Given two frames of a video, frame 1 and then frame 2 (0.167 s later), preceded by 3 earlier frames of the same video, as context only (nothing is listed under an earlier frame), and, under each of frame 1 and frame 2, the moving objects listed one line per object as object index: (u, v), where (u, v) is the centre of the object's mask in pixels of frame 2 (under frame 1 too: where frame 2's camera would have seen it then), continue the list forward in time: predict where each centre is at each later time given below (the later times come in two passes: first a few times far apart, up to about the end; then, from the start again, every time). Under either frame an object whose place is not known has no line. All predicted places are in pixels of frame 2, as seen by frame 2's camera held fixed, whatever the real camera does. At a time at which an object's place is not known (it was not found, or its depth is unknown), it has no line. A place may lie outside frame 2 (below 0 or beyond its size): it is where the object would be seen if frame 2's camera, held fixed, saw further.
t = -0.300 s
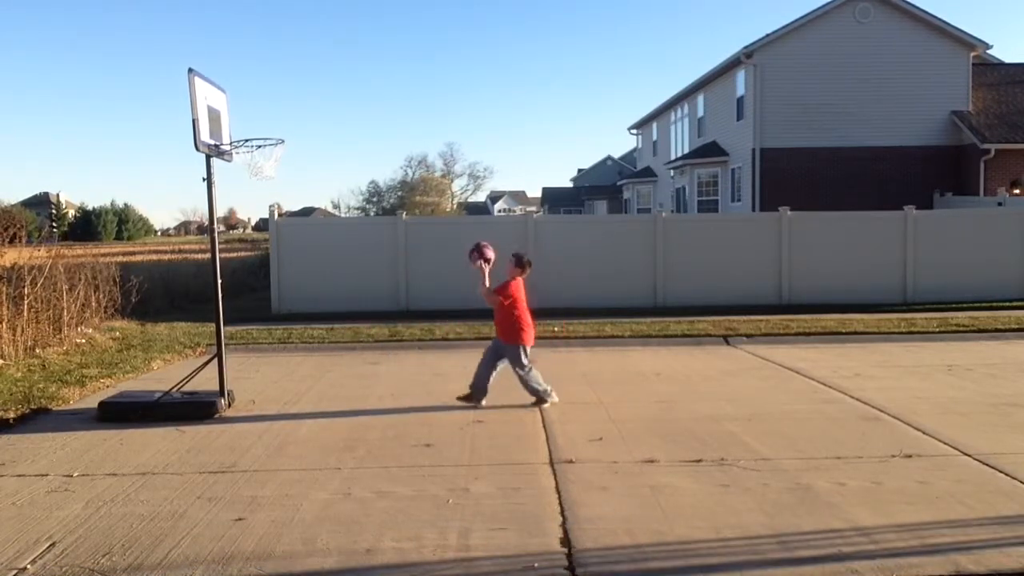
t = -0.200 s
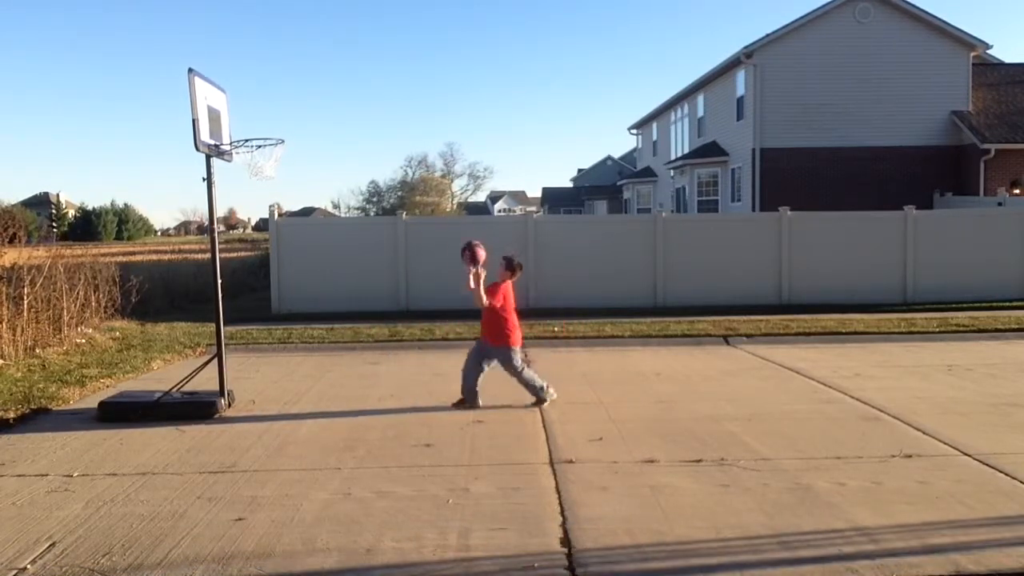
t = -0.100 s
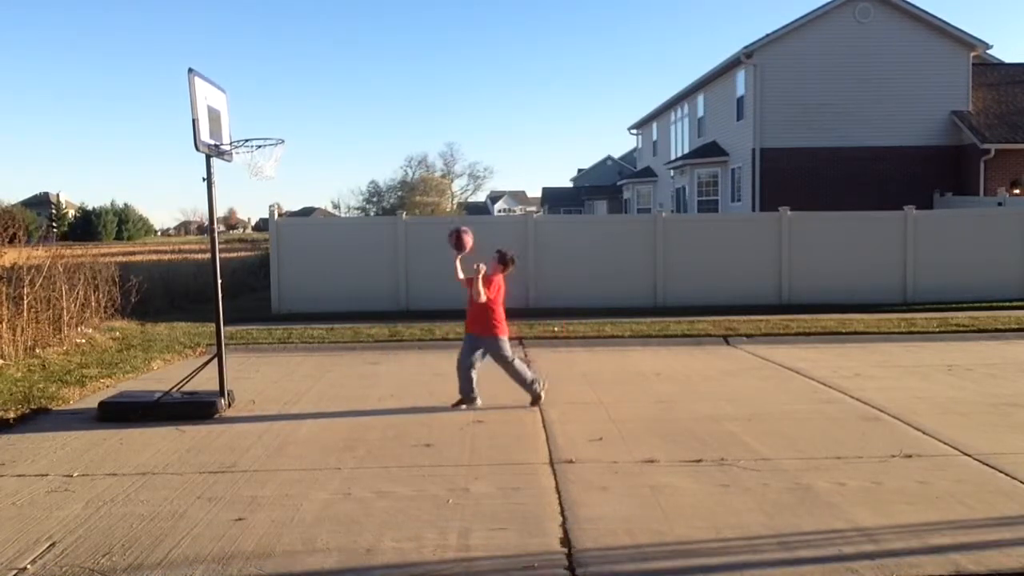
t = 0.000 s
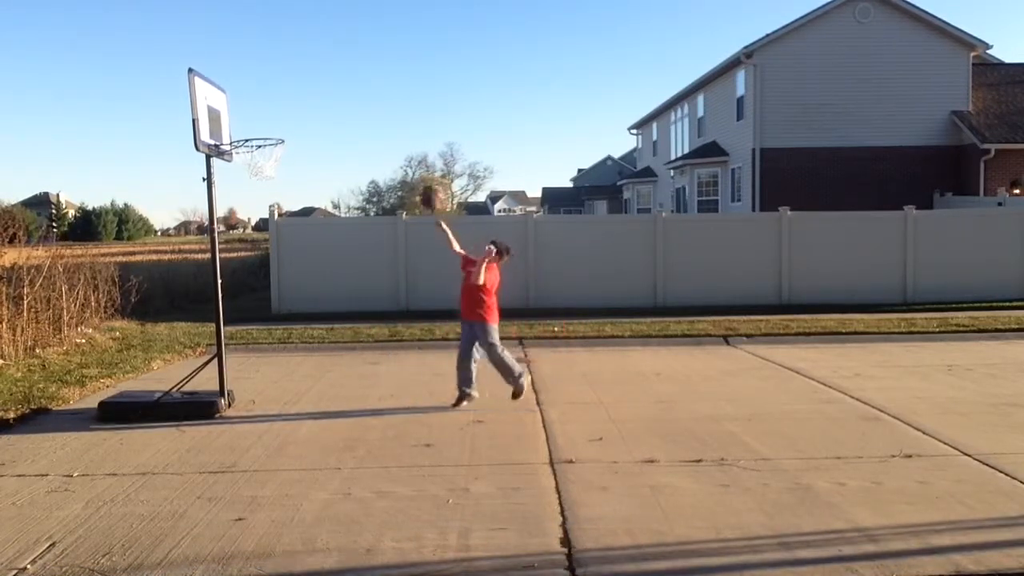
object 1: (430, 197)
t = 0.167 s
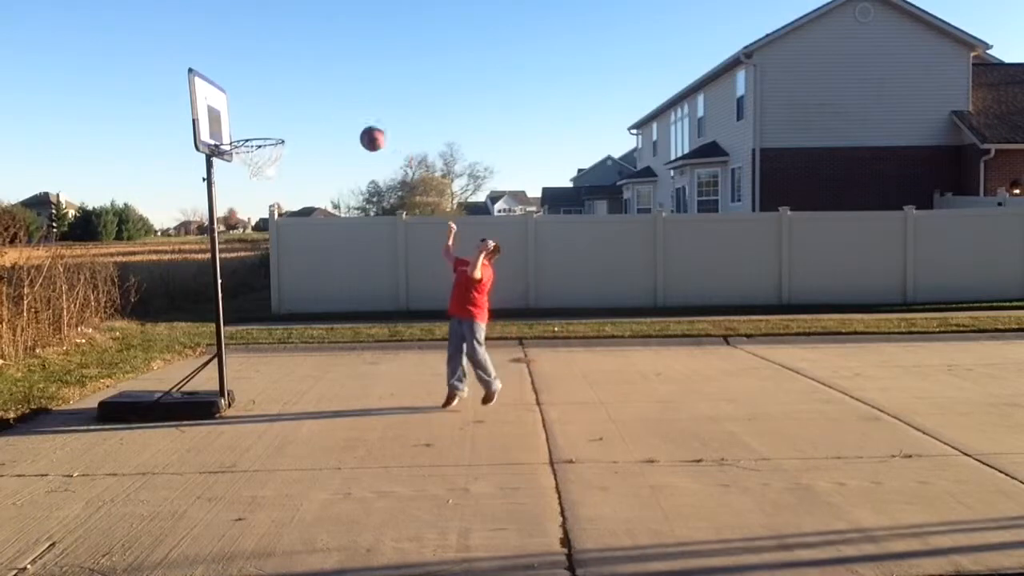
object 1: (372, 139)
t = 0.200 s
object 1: (361, 130)
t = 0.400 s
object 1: (291, 106)
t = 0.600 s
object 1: (233, 123)
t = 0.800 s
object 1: (277, 161)
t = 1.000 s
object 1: (270, 169)
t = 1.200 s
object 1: (248, 203)
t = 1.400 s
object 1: (231, 280)
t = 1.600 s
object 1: (206, 391)
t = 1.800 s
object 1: (175, 357)
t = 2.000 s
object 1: (135, 365)
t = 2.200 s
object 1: (88, 441)
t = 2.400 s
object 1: (31, 495)
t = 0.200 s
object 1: (361, 130)
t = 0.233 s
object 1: (349, 123)
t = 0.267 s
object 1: (338, 117)
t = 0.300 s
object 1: (326, 113)
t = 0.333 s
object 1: (314, 109)
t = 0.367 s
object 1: (302, 107)
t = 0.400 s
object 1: (291, 106)
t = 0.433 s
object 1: (279, 106)
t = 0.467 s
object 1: (268, 107)
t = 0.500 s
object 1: (256, 110)
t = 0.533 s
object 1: (245, 114)
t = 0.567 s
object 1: (234, 118)
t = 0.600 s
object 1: (233, 123)
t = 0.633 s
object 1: (241, 127)
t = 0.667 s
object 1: (247, 131)
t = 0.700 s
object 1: (256, 139)
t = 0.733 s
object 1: (265, 147)
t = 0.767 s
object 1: (272, 154)
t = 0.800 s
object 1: (277, 161)
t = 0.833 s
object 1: (280, 163)
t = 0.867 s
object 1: (281, 163)
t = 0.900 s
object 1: (280, 164)
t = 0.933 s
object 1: (277, 165)
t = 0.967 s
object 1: (274, 167)
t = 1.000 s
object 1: (270, 169)
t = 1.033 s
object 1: (266, 172)
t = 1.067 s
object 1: (262, 176)
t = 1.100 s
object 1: (259, 180)
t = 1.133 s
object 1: (255, 187)
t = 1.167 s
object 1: (252, 195)
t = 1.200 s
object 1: (248, 203)
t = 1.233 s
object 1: (244, 213)
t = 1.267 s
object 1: (242, 224)
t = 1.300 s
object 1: (237, 233)
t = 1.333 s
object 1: (234, 250)
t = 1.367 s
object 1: (231, 265)
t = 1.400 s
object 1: (231, 280)
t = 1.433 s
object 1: (225, 299)
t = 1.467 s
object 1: (221, 318)
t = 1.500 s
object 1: (217, 338)
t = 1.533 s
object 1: (213, 359)
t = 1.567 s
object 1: (210, 382)
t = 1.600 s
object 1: (206, 391)
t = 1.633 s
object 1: (202, 383)
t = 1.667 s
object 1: (196, 376)
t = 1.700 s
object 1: (191, 370)
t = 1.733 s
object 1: (185, 364)
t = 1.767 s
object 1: (179, 359)
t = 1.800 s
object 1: (175, 357)
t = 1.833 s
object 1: (167, 353)
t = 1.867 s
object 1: (161, 352)
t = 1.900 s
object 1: (154, 354)
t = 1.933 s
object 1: (149, 355)
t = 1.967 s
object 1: (142, 359)
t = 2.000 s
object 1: (135, 365)
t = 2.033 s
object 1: (128, 373)
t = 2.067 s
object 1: (120, 381)
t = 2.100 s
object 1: (112, 393)
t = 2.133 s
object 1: (105, 407)
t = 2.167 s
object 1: (96, 423)
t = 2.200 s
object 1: (88, 441)
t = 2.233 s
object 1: (79, 462)
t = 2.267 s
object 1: (70, 487)
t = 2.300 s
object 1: (59, 515)
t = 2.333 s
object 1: (50, 511)
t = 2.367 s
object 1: (41, 501)
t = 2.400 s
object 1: (31, 495)
